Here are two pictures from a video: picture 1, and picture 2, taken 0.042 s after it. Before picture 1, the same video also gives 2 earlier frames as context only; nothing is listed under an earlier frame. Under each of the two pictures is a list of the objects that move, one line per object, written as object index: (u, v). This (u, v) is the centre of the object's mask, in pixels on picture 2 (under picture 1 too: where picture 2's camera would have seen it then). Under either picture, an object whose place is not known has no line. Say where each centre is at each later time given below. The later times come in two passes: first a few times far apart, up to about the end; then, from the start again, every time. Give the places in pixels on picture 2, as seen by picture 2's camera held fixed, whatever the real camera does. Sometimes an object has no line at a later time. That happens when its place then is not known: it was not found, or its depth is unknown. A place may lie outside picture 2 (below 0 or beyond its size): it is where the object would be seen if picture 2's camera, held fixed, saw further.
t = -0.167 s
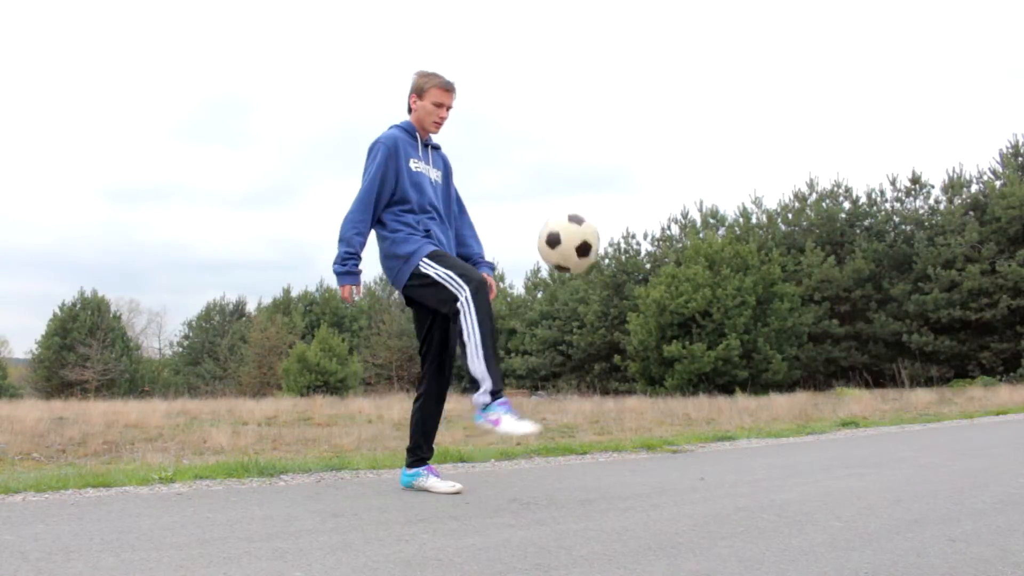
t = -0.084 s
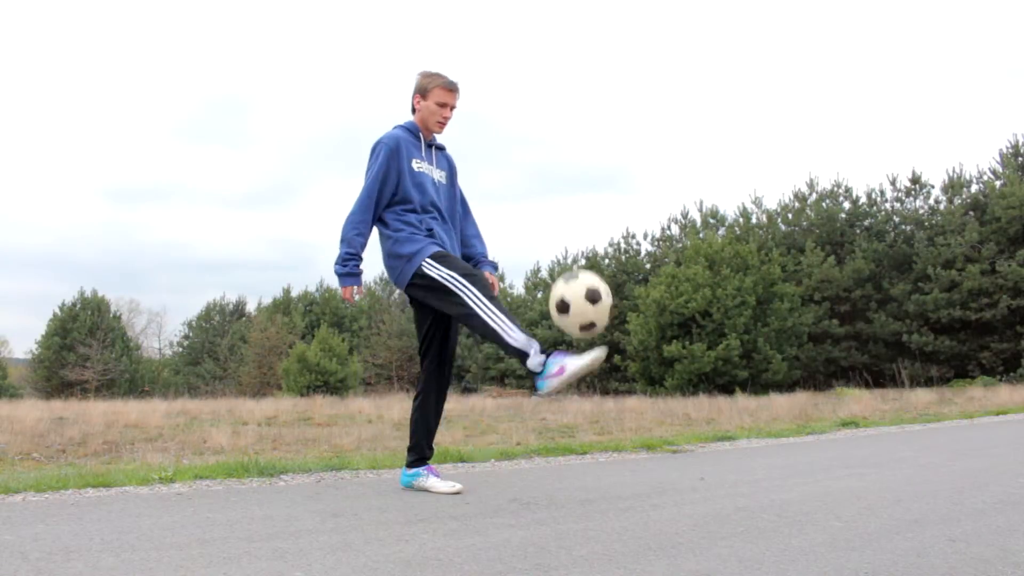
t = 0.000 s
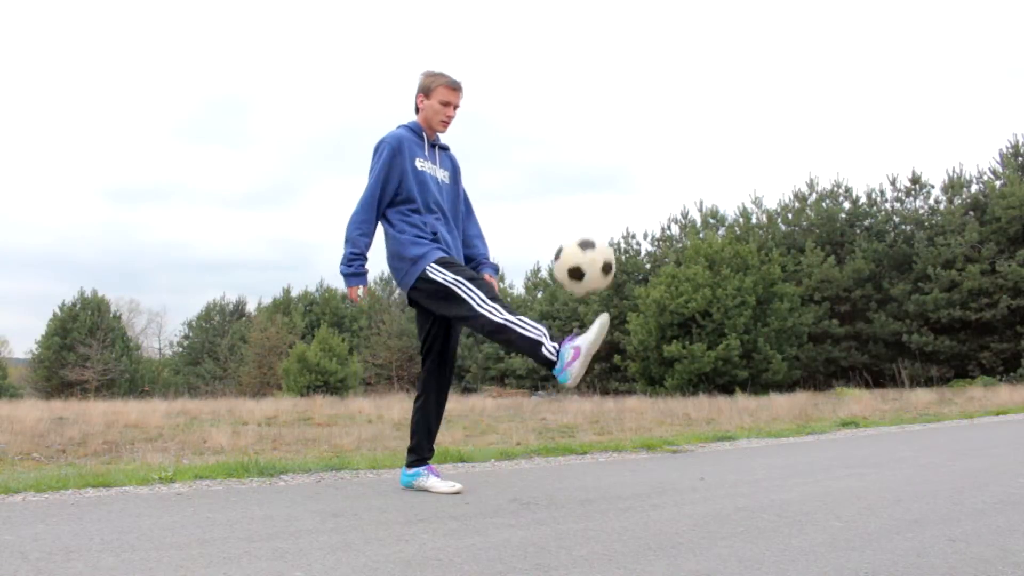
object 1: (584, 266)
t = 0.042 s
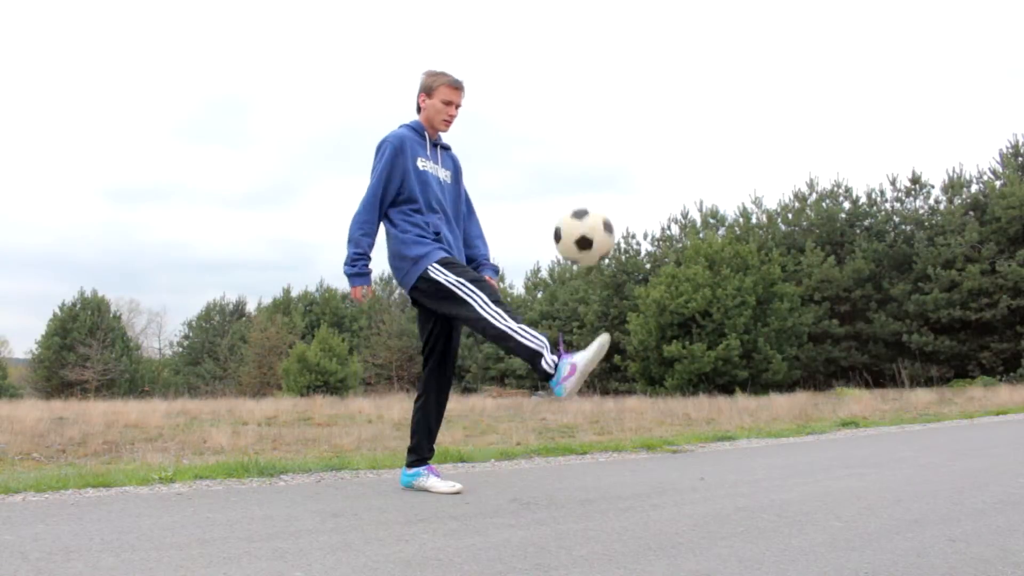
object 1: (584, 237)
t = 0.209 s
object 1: (585, 169)
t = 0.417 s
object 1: (589, 189)
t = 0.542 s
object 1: (591, 260)
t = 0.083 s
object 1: (585, 211)
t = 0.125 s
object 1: (585, 193)
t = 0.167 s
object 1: (585, 179)
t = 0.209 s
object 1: (585, 169)
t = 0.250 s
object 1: (586, 163)
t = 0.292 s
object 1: (586, 164)
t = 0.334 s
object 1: (587, 168)
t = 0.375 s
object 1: (587, 176)
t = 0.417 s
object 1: (589, 189)
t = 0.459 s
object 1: (589, 206)
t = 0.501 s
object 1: (590, 231)
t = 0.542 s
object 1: (591, 260)
